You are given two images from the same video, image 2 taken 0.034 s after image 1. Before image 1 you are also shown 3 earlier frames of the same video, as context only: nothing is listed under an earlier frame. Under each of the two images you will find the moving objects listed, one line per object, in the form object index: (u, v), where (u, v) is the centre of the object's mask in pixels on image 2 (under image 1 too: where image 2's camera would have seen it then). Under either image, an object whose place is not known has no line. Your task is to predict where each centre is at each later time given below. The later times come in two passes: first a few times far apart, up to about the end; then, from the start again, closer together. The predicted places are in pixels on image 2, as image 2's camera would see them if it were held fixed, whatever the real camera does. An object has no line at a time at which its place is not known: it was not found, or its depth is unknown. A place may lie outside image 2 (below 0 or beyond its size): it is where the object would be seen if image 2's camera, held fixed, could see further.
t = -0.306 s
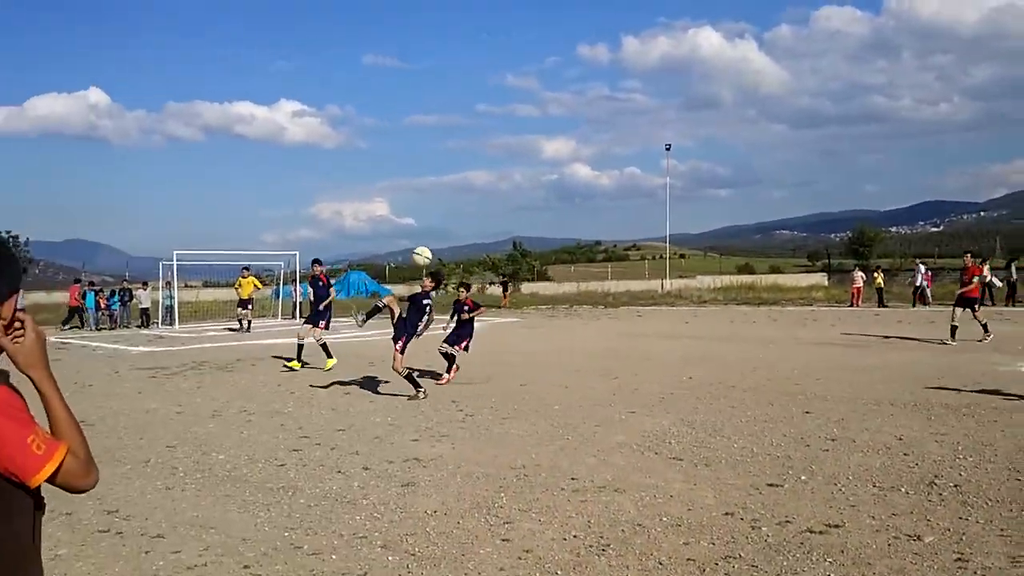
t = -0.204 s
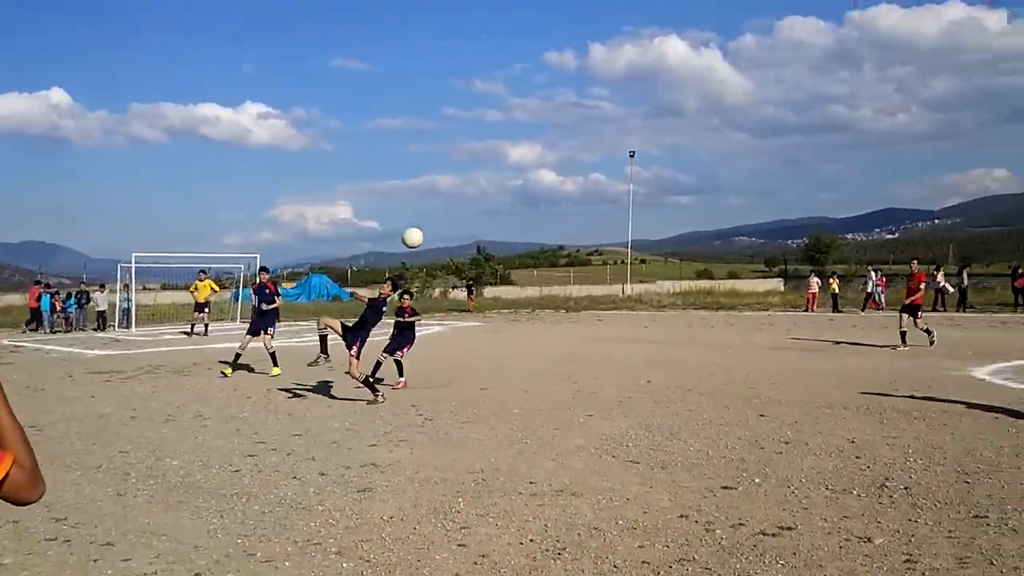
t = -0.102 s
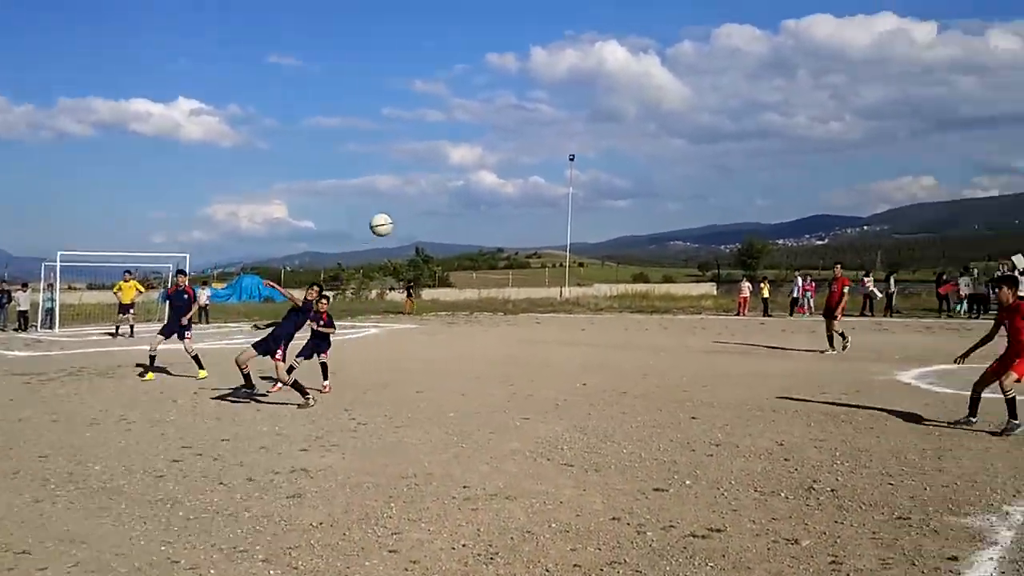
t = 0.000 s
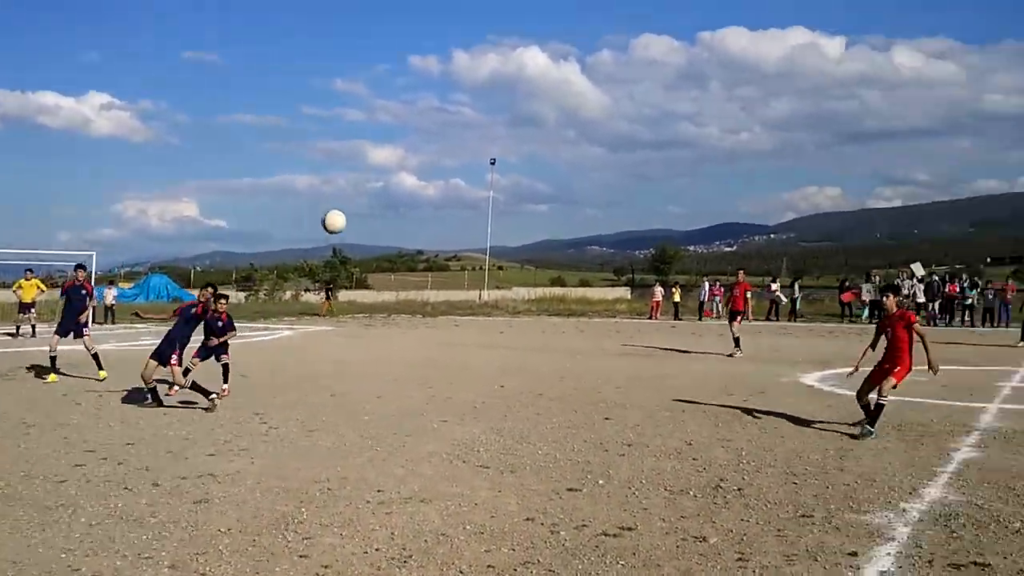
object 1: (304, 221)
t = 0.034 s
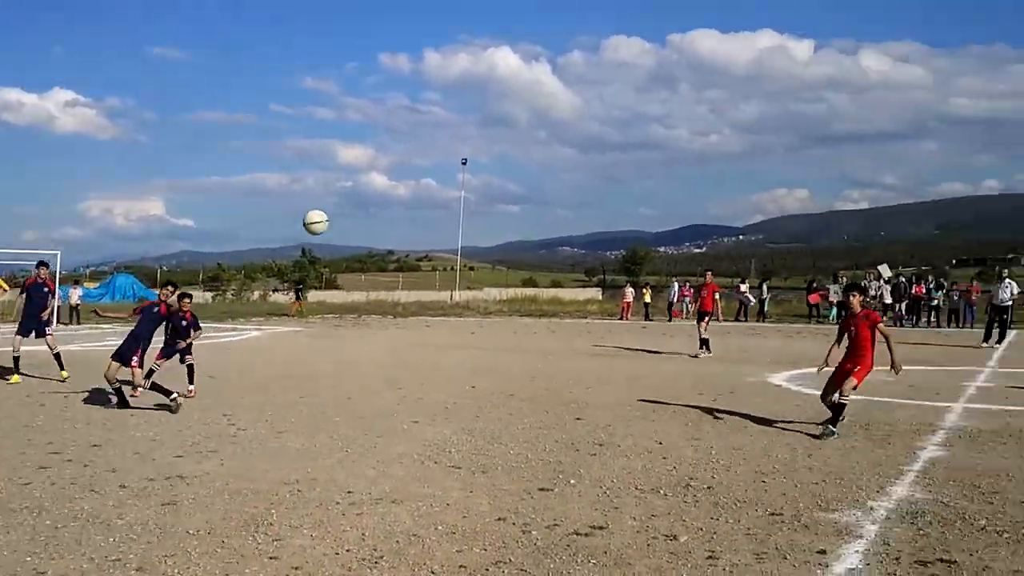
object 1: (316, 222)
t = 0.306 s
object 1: (430, 285)
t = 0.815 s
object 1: (712, 373)
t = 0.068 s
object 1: (328, 225)
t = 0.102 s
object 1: (342, 230)
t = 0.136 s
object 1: (356, 236)
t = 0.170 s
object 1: (370, 242)
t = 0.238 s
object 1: (400, 259)
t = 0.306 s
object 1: (430, 285)
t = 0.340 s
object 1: (448, 301)
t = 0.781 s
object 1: (691, 384)
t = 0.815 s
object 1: (712, 373)
